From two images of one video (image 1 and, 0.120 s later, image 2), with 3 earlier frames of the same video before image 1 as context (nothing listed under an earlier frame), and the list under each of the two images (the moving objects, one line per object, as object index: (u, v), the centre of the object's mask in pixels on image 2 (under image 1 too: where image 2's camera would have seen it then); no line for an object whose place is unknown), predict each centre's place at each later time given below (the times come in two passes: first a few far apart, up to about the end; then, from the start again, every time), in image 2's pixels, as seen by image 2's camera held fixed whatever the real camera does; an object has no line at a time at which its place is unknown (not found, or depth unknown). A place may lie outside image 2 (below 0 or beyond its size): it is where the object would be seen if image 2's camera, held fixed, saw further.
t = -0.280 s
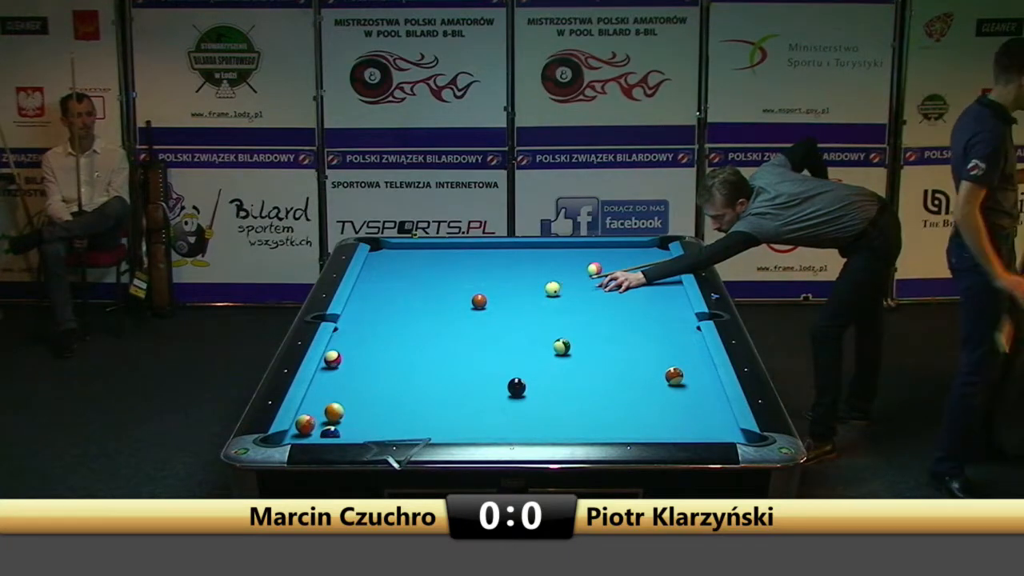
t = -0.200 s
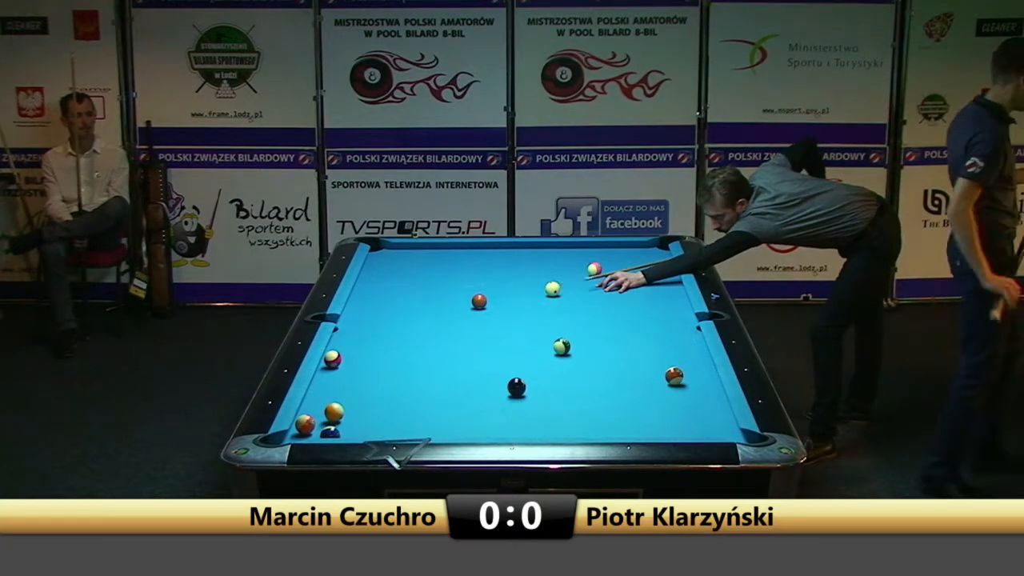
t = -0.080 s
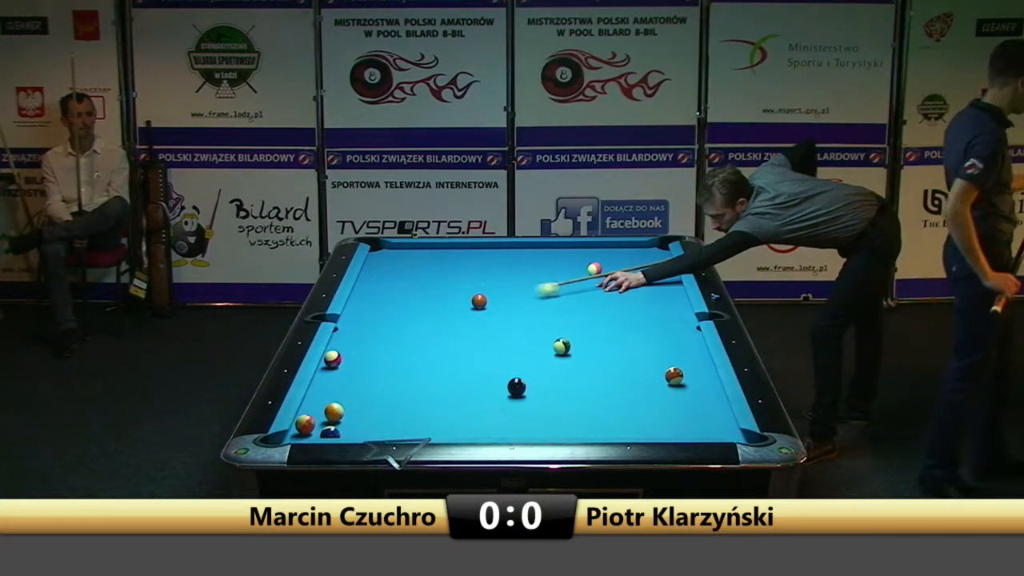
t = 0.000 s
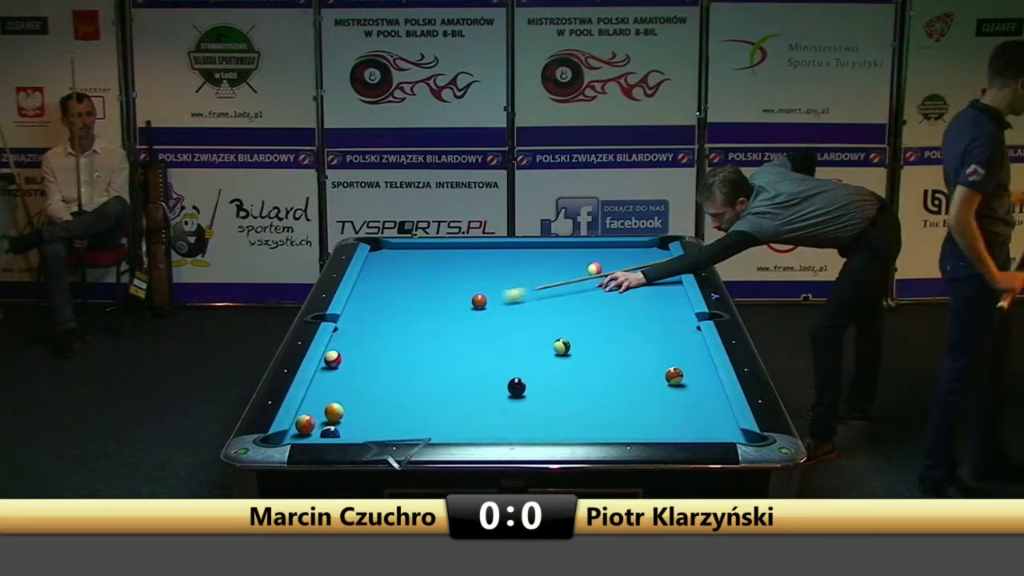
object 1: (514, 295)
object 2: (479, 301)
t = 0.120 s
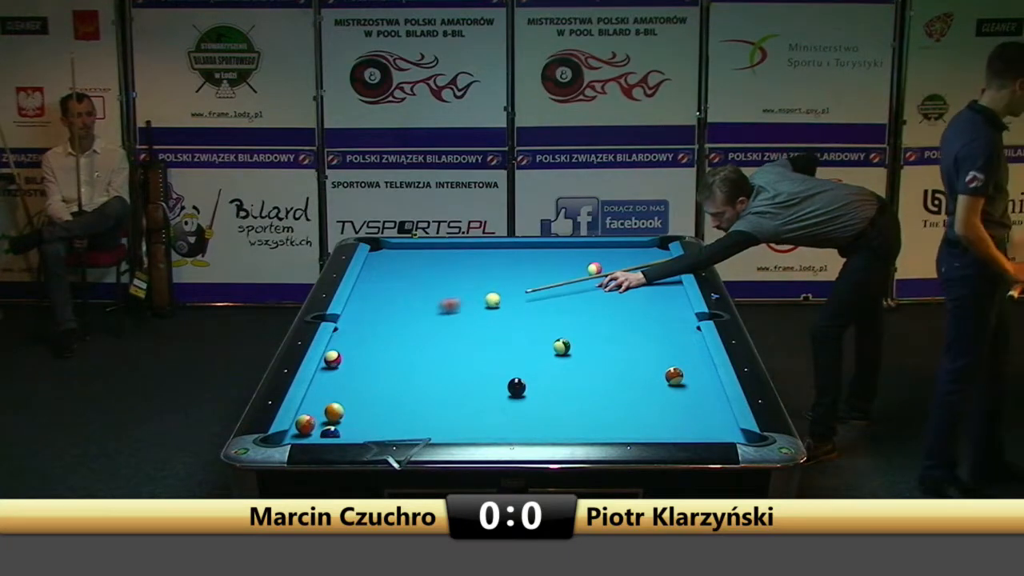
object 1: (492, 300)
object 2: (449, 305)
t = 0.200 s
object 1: (489, 302)
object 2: (419, 310)
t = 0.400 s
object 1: (471, 307)
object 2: (355, 319)
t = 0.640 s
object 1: (449, 313)
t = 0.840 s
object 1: (431, 318)
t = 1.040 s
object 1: (413, 324)
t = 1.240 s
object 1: (395, 329)
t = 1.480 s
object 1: (375, 334)
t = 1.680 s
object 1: (358, 339)
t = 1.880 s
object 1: (342, 343)
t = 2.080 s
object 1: (339, 346)
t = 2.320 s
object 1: (345, 350)
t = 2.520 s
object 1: (349, 352)
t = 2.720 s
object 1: (354, 355)
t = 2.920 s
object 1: (358, 356)
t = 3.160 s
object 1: (362, 358)
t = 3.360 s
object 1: (365, 360)
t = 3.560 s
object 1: (368, 361)
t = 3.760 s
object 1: (370, 362)
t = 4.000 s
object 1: (371, 362)
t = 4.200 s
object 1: (372, 363)
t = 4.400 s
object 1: (373, 363)
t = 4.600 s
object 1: (373, 363)
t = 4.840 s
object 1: (373, 363)
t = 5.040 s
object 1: (373, 363)
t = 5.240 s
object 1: (373, 363)
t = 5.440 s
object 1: (373, 363)
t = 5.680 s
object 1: (373, 363)
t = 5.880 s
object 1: (373, 363)
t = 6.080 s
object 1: (373, 363)
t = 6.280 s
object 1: (373, 363)
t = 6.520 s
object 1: (373, 363)
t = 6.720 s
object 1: (373, 363)
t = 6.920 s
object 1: (373, 363)
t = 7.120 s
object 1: (373, 363)
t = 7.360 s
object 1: (373, 363)
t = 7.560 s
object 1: (373, 363)
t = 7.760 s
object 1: (373, 363)
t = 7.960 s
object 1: (373, 363)
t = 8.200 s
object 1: (373, 363)
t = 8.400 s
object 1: (373, 363)
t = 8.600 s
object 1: (373, 363)
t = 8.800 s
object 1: (373, 363)
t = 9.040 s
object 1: (373, 363)
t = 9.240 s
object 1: (373, 363)
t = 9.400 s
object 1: (373, 363)
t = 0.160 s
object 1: (491, 301)
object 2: (434, 307)
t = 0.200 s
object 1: (489, 302)
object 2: (419, 310)
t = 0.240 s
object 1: (486, 303)
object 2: (405, 312)
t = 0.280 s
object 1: (482, 304)
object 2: (392, 314)
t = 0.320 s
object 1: (478, 305)
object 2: (379, 315)
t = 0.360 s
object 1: (475, 306)
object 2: (368, 317)
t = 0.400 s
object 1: (471, 307)
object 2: (355, 319)
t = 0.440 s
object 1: (467, 308)
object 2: (343, 321)
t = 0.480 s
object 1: (464, 309)
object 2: (331, 318)
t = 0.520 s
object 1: (460, 310)
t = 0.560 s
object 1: (456, 311)
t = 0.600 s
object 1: (453, 312)
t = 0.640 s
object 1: (449, 313)
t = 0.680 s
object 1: (445, 314)
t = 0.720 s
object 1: (442, 315)
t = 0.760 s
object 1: (438, 316)
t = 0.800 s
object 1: (434, 317)
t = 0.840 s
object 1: (431, 318)
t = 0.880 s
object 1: (427, 319)
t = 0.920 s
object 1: (424, 320)
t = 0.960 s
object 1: (420, 321)
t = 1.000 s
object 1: (416, 322)
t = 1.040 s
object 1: (413, 324)
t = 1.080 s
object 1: (409, 325)
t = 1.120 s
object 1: (406, 326)
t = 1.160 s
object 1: (402, 327)
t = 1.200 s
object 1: (399, 328)
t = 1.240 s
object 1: (395, 329)
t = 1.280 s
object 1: (392, 330)
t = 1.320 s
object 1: (388, 330)
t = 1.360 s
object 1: (385, 332)
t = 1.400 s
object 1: (382, 332)
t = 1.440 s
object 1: (378, 333)
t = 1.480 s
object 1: (375, 334)
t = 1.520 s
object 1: (371, 335)
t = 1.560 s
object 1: (368, 336)
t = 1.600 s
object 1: (365, 337)
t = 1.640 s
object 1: (362, 338)
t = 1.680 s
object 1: (358, 339)
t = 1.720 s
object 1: (355, 340)
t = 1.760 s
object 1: (351, 341)
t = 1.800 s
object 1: (348, 342)
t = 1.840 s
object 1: (345, 343)
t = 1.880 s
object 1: (342, 343)
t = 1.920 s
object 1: (339, 344)
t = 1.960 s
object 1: (336, 344)
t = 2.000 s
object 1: (336, 344)
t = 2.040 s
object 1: (337, 345)
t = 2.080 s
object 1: (339, 346)
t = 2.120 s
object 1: (340, 346)
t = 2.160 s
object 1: (341, 347)
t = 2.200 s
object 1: (342, 348)
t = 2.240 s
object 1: (343, 348)
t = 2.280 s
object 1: (344, 349)
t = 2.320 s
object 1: (345, 350)
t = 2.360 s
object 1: (345, 350)
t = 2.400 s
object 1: (346, 351)
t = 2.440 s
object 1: (347, 351)
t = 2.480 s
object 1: (348, 352)
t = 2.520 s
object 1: (349, 352)
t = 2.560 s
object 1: (350, 353)
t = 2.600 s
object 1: (351, 353)
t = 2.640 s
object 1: (351, 354)
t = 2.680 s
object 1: (353, 354)
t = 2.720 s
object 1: (354, 355)
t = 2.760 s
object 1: (355, 355)
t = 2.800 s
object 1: (355, 355)
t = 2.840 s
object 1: (356, 356)
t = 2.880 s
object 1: (357, 356)
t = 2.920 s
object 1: (358, 356)
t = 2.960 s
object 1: (359, 356)
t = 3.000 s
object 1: (359, 357)
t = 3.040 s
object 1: (360, 357)
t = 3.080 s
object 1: (361, 357)
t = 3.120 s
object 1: (361, 358)
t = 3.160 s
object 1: (362, 358)
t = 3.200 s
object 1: (363, 358)
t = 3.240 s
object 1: (363, 359)
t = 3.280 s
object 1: (364, 359)
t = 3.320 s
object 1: (364, 359)
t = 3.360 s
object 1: (365, 360)
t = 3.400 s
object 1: (366, 360)
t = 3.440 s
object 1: (366, 360)
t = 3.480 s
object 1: (367, 360)
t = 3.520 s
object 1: (367, 361)
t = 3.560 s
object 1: (368, 361)
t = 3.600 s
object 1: (368, 361)
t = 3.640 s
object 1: (369, 361)
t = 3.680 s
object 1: (369, 361)
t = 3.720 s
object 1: (370, 361)
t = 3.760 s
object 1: (370, 362)
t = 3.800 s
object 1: (370, 362)
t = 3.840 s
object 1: (370, 362)
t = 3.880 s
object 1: (371, 362)
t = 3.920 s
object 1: (371, 362)
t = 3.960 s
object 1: (371, 362)
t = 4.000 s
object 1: (371, 362)
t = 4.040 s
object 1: (372, 363)
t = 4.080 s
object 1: (372, 363)
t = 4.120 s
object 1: (372, 363)
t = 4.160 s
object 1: (372, 363)
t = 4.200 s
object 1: (372, 363)
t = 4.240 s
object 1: (373, 363)
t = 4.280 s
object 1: (373, 363)
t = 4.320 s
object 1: (373, 363)
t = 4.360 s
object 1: (373, 363)
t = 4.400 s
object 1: (373, 363)
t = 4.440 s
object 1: (373, 363)
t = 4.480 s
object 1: (373, 363)
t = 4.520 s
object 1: (373, 363)
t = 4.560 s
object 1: (373, 363)
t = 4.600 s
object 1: (373, 363)
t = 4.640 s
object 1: (373, 363)
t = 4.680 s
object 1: (373, 363)
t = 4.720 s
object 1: (373, 363)
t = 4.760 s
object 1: (373, 363)
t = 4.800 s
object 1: (373, 363)
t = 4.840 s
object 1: (373, 363)
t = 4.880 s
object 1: (373, 363)
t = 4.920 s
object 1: (373, 363)
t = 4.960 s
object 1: (373, 363)
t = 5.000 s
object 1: (373, 363)
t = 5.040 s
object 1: (373, 363)
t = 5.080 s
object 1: (373, 363)
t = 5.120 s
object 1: (373, 363)
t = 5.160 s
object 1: (373, 363)
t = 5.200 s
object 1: (373, 363)
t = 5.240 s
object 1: (373, 363)
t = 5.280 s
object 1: (373, 363)
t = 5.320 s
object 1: (373, 363)
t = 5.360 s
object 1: (373, 363)
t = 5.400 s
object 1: (373, 363)
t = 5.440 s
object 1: (373, 363)
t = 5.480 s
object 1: (373, 363)
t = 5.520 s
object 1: (373, 363)
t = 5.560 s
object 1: (373, 363)
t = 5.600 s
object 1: (373, 363)
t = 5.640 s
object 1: (373, 363)
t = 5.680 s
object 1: (373, 363)
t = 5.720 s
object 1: (373, 363)
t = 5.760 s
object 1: (373, 363)
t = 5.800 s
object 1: (373, 363)
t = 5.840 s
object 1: (373, 363)
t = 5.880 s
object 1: (373, 363)
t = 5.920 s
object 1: (373, 363)
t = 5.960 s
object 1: (373, 363)
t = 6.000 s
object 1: (373, 363)
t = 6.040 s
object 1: (373, 363)
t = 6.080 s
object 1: (373, 363)
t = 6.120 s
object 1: (373, 363)
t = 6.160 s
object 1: (373, 363)
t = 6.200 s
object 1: (373, 363)
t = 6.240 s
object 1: (373, 363)
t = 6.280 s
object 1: (373, 363)
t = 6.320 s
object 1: (373, 363)
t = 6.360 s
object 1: (373, 363)
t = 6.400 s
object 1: (373, 363)
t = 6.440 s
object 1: (373, 363)
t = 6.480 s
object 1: (373, 363)
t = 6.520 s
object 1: (373, 363)
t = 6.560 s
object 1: (373, 363)
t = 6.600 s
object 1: (373, 363)
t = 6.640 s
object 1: (373, 363)
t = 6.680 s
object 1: (373, 363)
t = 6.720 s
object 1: (373, 363)
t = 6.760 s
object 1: (373, 363)
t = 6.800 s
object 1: (373, 363)
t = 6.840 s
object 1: (373, 363)
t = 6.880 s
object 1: (373, 363)
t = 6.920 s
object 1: (373, 363)
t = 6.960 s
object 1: (373, 363)
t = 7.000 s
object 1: (373, 363)
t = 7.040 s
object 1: (373, 363)
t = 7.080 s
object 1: (373, 363)
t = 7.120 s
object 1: (373, 363)
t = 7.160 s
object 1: (373, 363)
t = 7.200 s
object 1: (373, 363)
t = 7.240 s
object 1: (373, 363)
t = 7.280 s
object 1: (373, 363)
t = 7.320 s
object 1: (373, 363)
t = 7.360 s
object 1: (373, 363)
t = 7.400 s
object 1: (373, 363)
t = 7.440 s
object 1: (373, 363)
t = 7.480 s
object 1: (373, 363)
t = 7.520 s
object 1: (373, 363)
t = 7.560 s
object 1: (373, 363)
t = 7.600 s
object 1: (373, 363)
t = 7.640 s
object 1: (373, 363)
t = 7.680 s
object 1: (373, 363)
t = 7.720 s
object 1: (373, 363)
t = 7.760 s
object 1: (373, 363)
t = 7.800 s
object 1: (373, 363)
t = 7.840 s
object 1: (373, 363)
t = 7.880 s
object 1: (373, 363)
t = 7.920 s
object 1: (373, 363)
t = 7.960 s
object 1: (373, 363)
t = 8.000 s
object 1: (373, 363)
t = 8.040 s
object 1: (373, 363)
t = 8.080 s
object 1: (373, 363)
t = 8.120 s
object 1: (373, 363)
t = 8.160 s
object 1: (373, 363)
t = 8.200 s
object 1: (373, 363)
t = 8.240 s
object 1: (373, 363)
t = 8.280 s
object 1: (373, 363)
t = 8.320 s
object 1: (373, 363)
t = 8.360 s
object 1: (373, 363)
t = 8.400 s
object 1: (373, 363)
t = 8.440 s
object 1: (373, 363)
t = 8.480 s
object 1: (373, 363)
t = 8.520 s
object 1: (373, 363)
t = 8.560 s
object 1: (373, 363)
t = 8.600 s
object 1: (373, 363)
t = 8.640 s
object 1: (373, 363)
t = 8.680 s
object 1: (373, 363)
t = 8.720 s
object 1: (373, 363)
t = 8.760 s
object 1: (373, 363)
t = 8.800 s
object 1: (373, 363)
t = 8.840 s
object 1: (373, 363)
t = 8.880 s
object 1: (373, 363)
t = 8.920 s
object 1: (373, 363)
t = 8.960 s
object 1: (373, 363)
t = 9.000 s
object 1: (373, 363)
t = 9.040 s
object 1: (373, 363)
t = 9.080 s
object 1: (373, 363)
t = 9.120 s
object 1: (373, 363)
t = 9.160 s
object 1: (373, 363)
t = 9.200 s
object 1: (373, 363)
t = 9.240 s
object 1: (373, 363)
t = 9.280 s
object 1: (373, 363)
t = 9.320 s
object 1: (373, 363)
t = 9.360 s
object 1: (373, 363)
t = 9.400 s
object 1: (373, 363)
